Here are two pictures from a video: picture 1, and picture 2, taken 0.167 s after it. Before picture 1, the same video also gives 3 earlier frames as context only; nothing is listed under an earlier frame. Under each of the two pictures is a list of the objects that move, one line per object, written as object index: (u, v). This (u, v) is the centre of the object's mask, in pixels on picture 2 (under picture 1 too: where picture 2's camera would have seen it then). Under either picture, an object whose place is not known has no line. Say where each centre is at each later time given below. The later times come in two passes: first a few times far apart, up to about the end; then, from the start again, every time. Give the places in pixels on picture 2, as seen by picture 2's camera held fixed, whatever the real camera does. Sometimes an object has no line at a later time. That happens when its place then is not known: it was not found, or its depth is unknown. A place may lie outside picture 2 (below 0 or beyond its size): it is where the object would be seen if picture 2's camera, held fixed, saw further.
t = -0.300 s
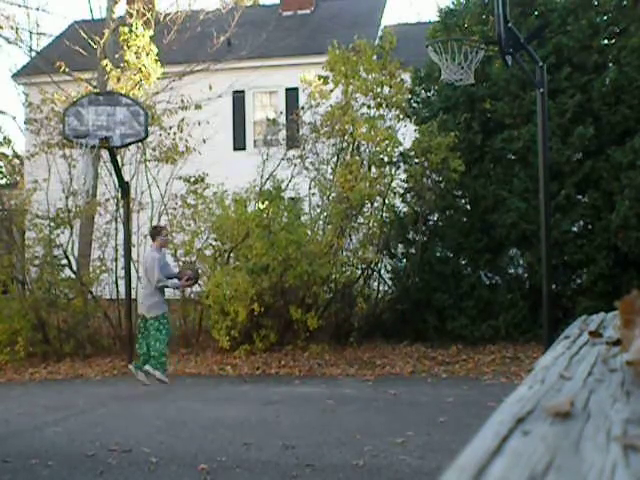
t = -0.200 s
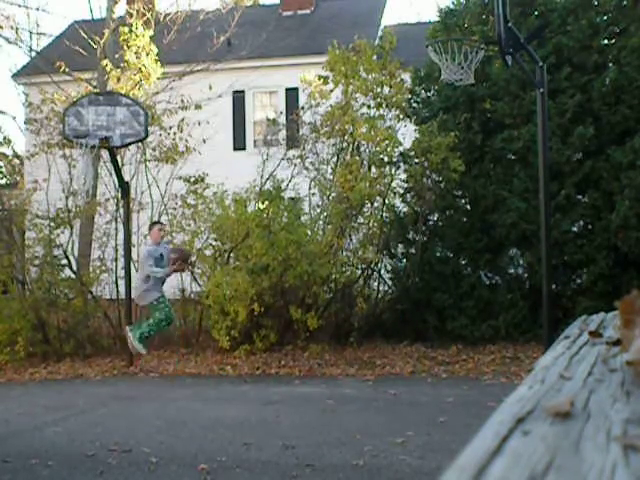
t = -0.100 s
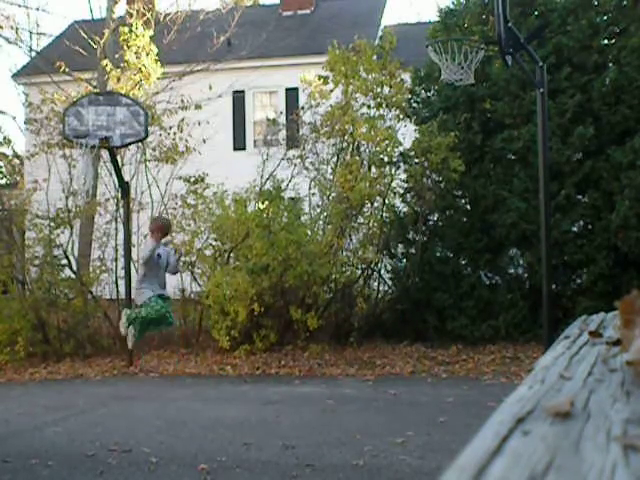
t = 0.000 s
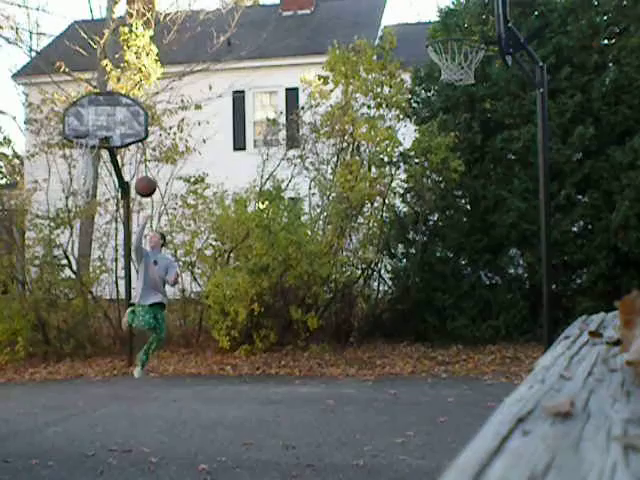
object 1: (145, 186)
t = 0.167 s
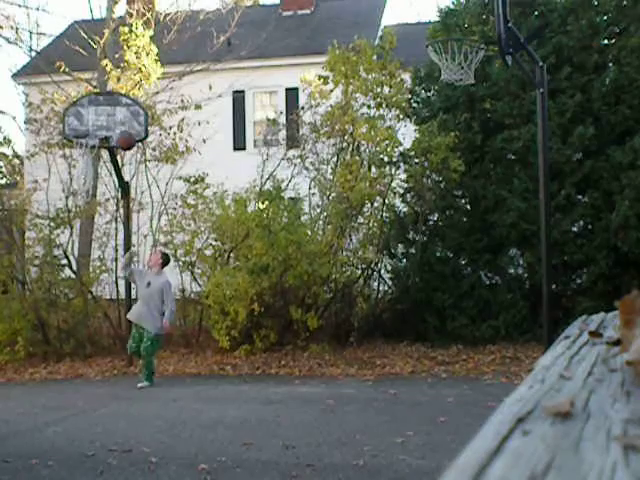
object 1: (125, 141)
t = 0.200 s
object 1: (121, 135)
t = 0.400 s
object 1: (102, 119)
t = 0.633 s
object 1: (76, 121)
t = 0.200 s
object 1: (121, 135)
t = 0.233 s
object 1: (118, 130)
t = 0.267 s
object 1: (115, 125)
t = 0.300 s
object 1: (111, 123)
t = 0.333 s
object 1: (108, 121)
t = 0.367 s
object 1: (105, 120)
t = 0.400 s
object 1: (102, 119)
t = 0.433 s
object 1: (99, 120)
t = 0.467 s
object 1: (96, 122)
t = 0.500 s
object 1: (93, 125)
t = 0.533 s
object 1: (88, 128)
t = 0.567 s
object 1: (84, 127)
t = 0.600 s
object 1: (80, 125)
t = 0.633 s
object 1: (76, 121)
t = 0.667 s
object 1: (72, 120)
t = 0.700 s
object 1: (68, 120)
